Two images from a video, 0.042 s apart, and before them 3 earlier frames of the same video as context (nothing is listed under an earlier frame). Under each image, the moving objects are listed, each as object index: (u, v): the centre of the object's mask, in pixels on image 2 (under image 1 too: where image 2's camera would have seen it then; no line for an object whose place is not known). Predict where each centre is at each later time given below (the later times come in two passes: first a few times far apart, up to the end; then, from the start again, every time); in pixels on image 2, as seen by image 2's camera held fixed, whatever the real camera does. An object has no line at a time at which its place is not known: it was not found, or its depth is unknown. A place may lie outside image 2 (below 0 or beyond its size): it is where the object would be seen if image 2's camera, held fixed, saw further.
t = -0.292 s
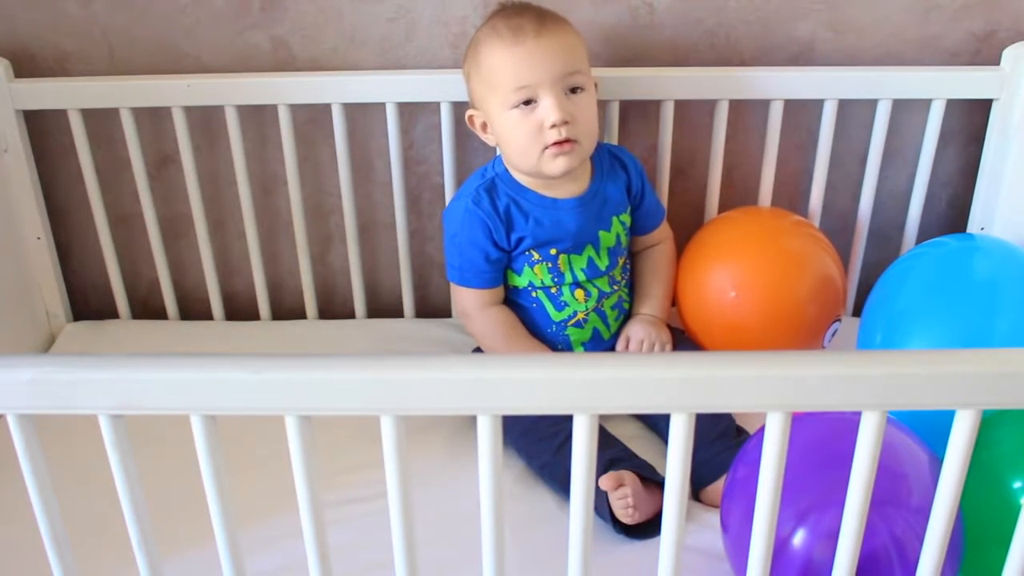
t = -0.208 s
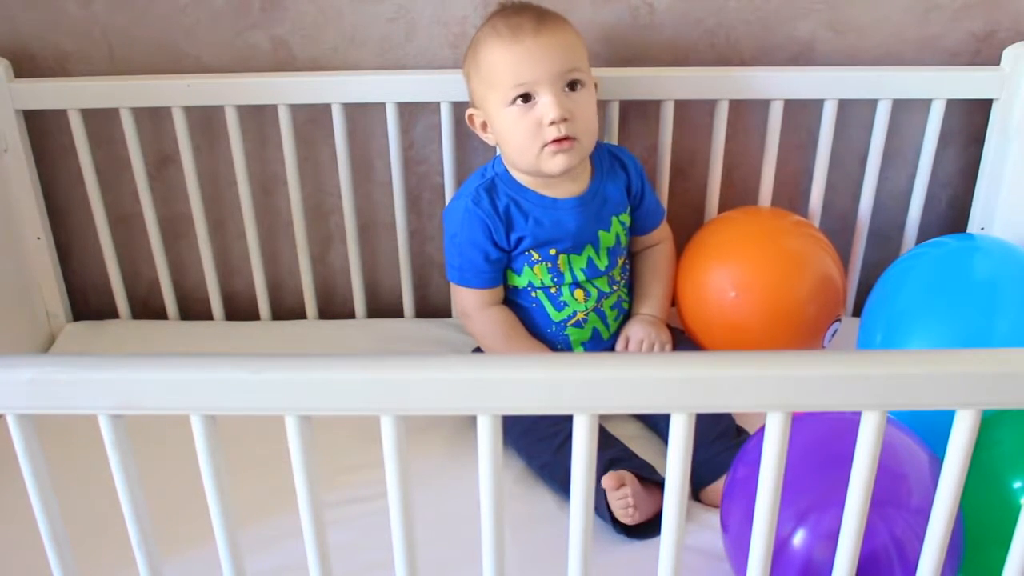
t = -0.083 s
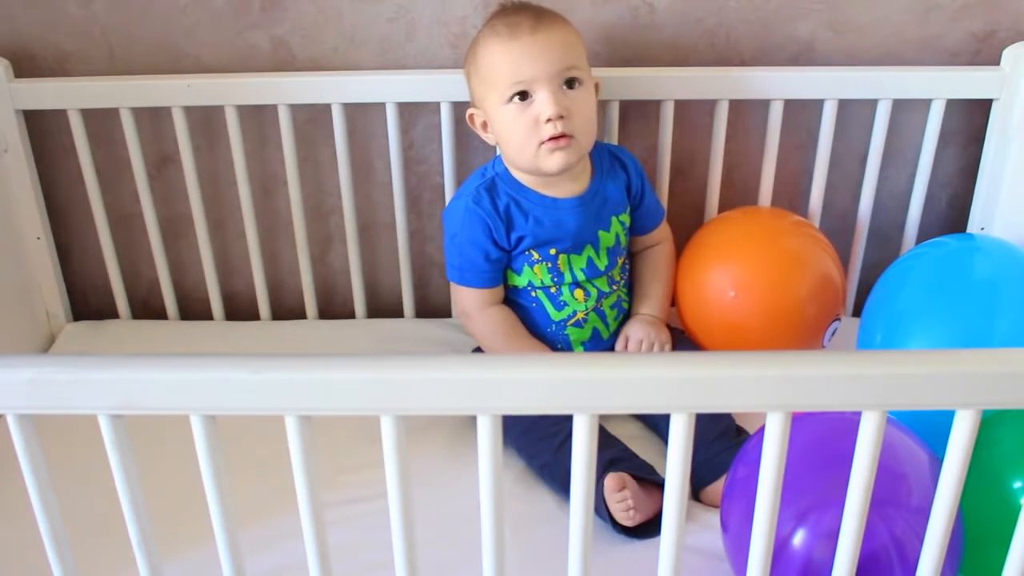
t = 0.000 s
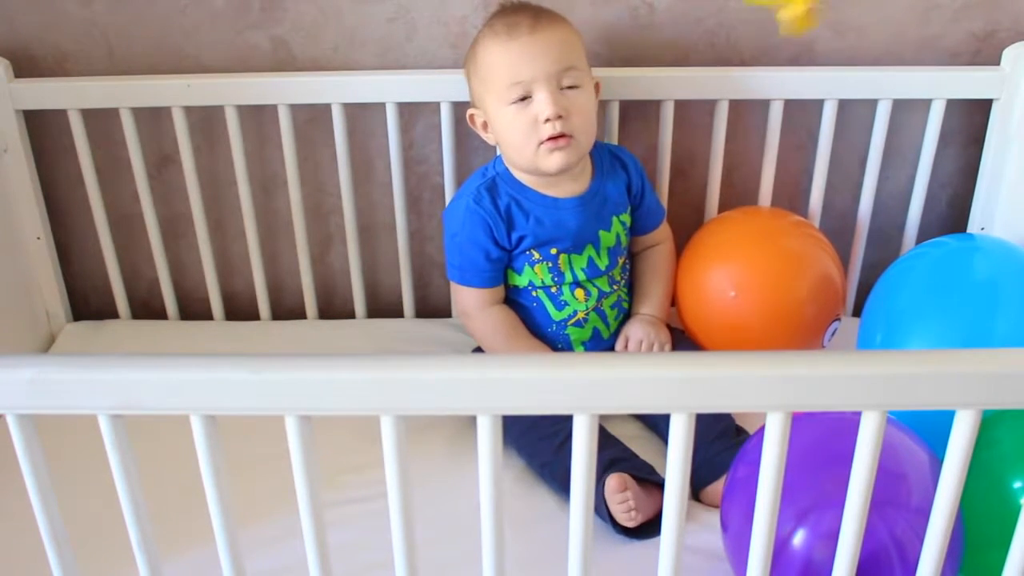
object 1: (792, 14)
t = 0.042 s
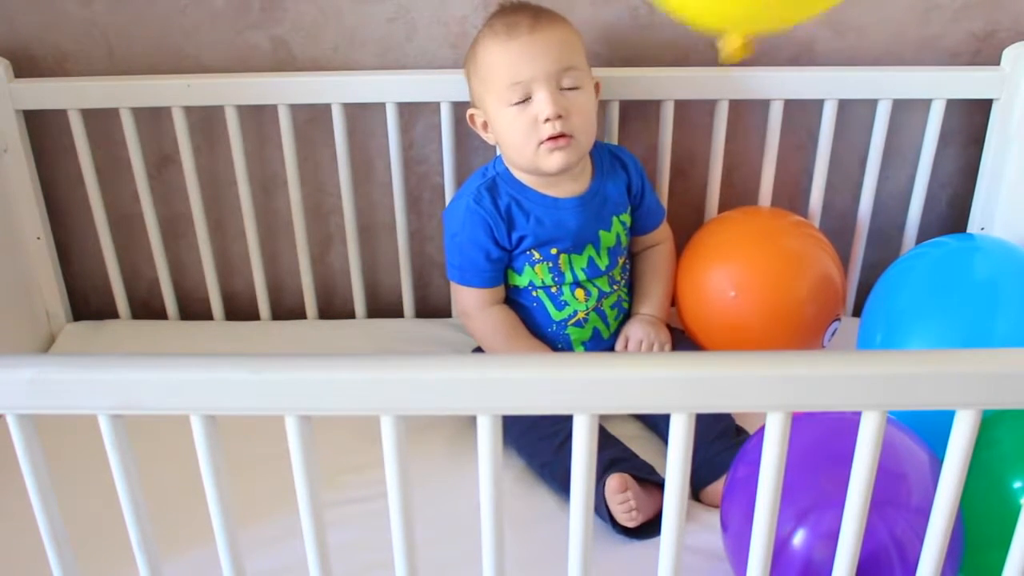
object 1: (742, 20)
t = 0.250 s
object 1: (640, 110)
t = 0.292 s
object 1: (622, 147)
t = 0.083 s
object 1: (716, 29)
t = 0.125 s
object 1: (695, 44)
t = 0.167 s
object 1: (676, 63)
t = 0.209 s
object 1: (658, 84)
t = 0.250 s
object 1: (640, 110)
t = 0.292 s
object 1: (622, 147)
